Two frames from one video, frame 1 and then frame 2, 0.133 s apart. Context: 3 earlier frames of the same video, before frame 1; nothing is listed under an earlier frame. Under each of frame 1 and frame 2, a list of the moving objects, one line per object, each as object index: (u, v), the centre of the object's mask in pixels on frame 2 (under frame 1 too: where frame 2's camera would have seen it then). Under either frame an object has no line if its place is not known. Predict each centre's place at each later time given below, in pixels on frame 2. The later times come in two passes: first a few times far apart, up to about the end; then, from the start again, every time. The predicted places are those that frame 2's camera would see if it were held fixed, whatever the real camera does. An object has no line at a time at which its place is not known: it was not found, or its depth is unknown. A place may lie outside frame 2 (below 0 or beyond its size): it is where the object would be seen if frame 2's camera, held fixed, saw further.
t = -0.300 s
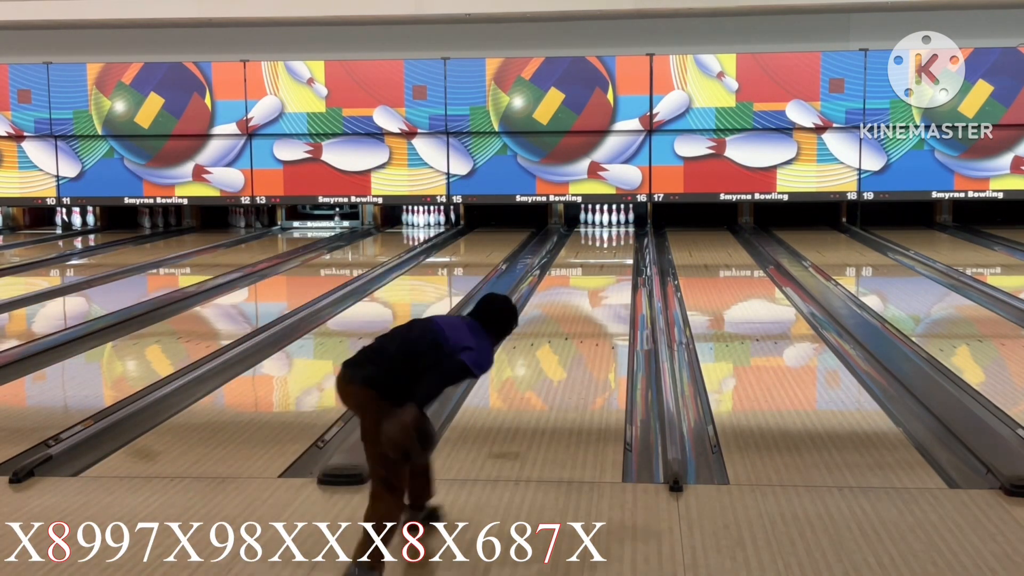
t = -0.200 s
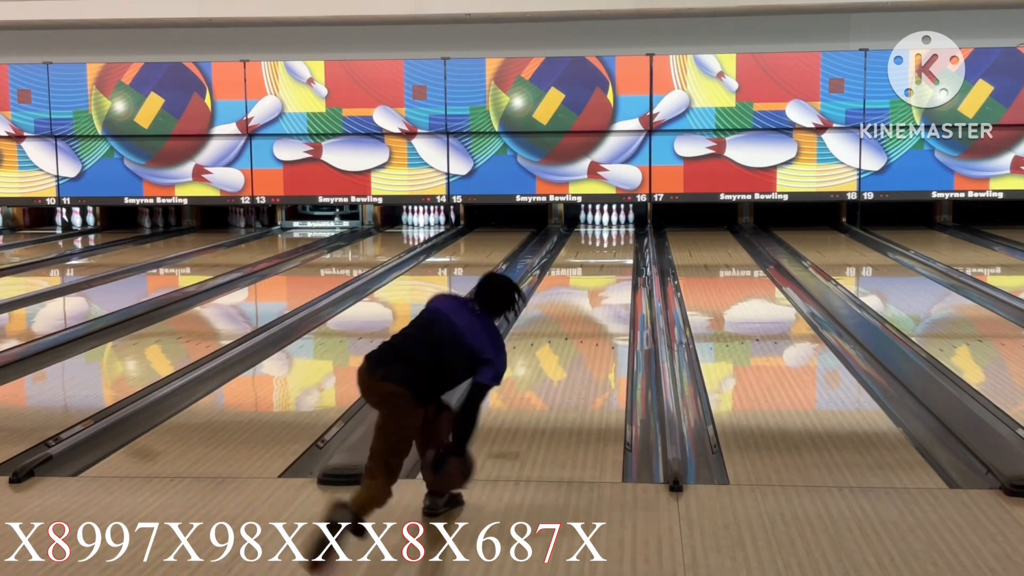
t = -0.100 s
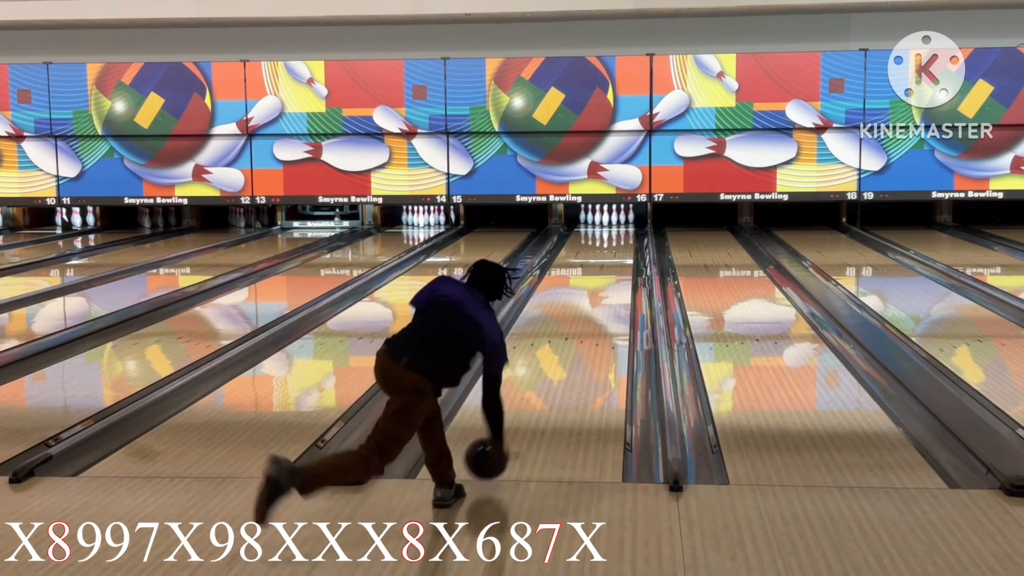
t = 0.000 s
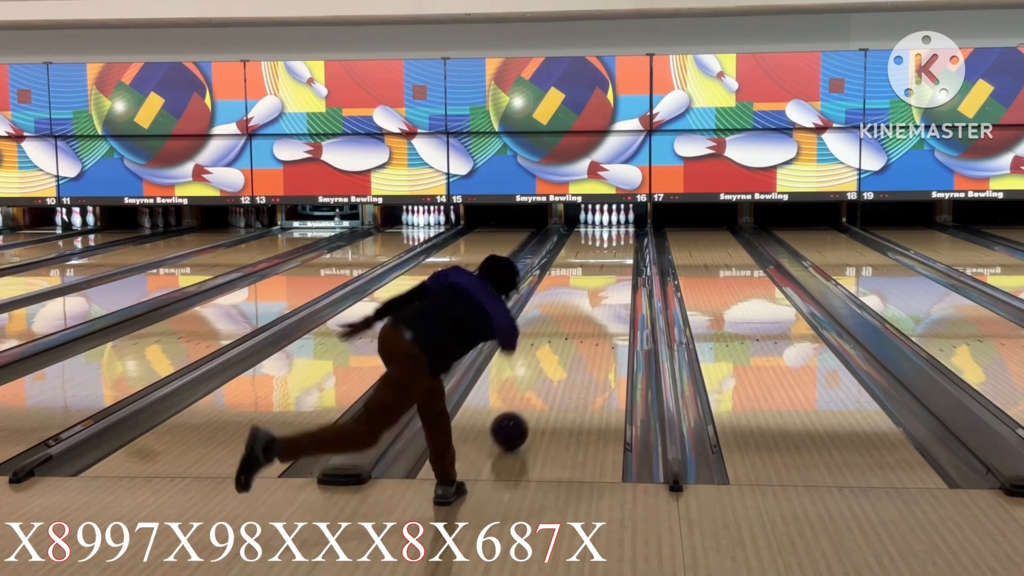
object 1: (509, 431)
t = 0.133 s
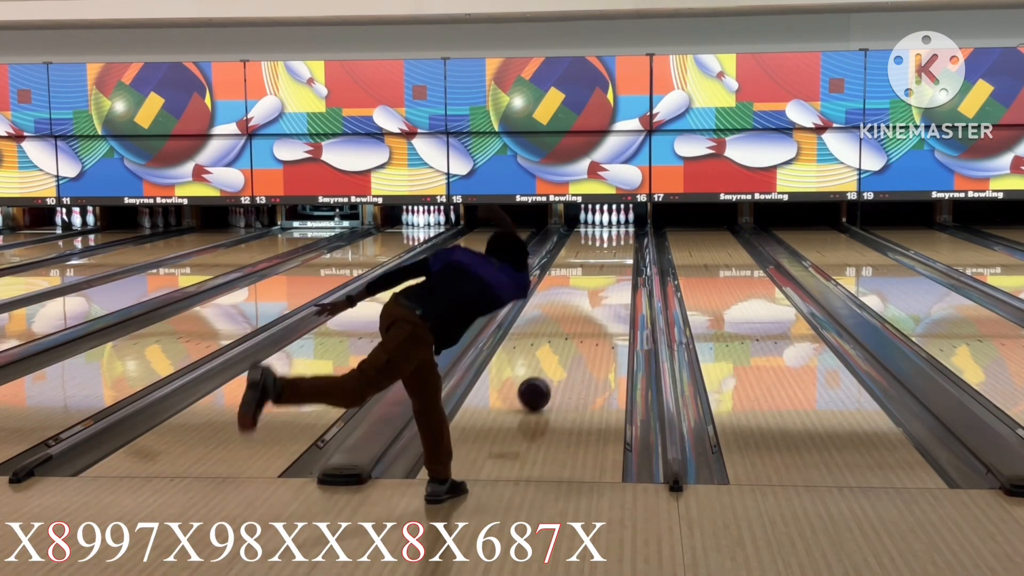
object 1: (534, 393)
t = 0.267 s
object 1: (553, 365)
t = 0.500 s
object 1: (578, 327)
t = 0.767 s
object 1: (597, 296)
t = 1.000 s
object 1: (609, 276)
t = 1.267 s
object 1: (618, 259)
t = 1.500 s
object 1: (623, 247)
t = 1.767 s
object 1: (624, 236)
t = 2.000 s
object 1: (622, 228)
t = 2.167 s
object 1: (617, 223)
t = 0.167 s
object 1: (539, 386)
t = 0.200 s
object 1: (544, 378)
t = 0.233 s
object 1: (549, 371)
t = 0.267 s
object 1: (553, 365)
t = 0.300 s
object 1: (558, 358)
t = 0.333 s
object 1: (562, 352)
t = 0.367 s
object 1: (565, 347)
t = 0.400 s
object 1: (569, 341)
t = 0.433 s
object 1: (572, 336)
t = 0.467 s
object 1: (575, 331)
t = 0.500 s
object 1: (578, 327)
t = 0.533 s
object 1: (581, 322)
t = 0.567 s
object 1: (583, 318)
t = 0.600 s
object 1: (586, 314)
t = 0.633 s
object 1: (588, 310)
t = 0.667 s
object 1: (591, 306)
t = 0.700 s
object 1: (593, 303)
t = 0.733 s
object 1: (595, 300)
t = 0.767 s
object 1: (597, 296)
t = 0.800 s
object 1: (599, 293)
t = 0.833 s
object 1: (600, 290)
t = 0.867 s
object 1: (602, 287)
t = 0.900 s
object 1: (604, 284)
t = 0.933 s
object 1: (605, 282)
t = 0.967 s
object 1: (607, 279)
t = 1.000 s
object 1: (609, 276)
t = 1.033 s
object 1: (610, 274)
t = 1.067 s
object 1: (611, 272)
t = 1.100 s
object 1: (612, 269)
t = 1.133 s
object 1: (614, 267)
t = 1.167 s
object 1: (614, 265)
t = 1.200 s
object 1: (616, 263)
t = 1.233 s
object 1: (617, 261)
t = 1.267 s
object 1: (618, 259)
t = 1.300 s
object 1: (618, 257)
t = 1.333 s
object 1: (620, 255)
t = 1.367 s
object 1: (620, 253)
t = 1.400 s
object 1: (621, 252)
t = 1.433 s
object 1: (622, 250)
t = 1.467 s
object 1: (622, 248)
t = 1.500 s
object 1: (623, 247)
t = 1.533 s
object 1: (623, 245)
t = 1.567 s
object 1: (624, 244)
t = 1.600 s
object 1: (624, 243)
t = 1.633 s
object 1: (624, 241)
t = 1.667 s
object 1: (624, 240)
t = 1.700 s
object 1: (624, 239)
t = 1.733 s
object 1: (625, 237)
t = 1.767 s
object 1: (624, 236)
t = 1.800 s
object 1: (624, 235)
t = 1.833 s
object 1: (624, 233)
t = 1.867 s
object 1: (623, 232)
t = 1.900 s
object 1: (623, 231)
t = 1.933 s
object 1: (622, 231)
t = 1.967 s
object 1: (622, 229)
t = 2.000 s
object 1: (622, 228)
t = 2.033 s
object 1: (621, 227)
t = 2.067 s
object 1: (620, 226)
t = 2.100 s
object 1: (619, 225)
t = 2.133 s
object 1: (618, 224)
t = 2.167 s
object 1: (617, 223)
